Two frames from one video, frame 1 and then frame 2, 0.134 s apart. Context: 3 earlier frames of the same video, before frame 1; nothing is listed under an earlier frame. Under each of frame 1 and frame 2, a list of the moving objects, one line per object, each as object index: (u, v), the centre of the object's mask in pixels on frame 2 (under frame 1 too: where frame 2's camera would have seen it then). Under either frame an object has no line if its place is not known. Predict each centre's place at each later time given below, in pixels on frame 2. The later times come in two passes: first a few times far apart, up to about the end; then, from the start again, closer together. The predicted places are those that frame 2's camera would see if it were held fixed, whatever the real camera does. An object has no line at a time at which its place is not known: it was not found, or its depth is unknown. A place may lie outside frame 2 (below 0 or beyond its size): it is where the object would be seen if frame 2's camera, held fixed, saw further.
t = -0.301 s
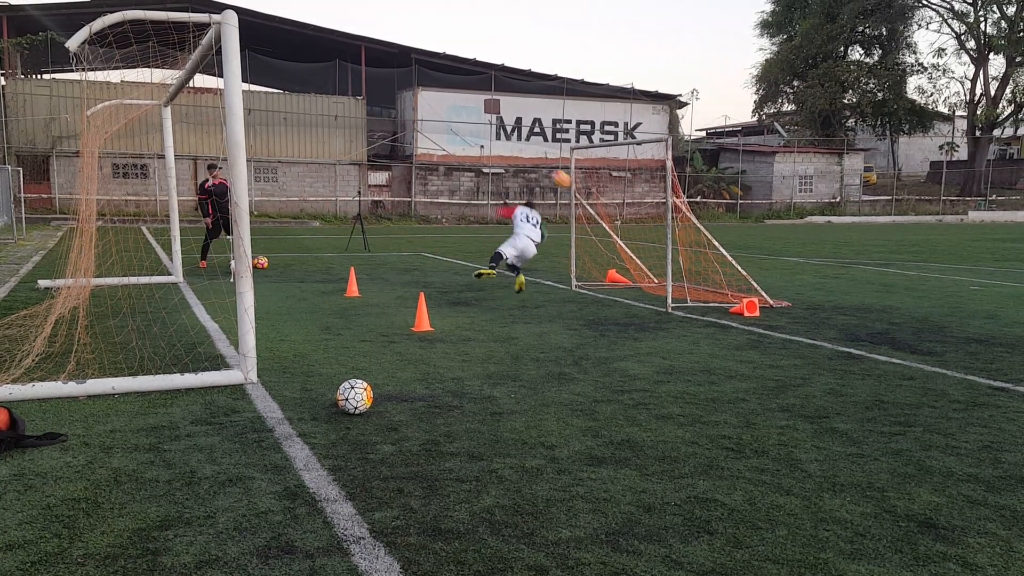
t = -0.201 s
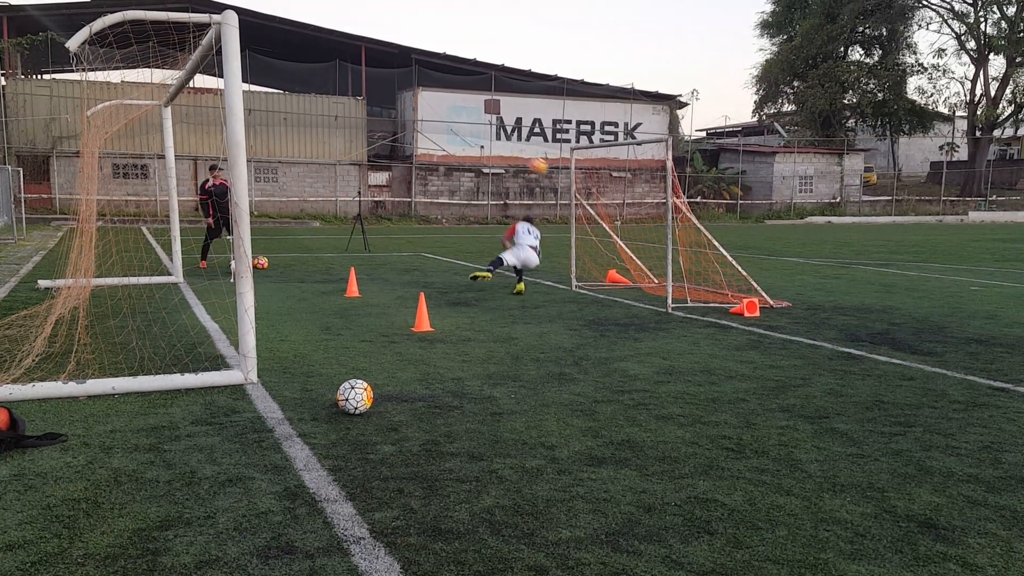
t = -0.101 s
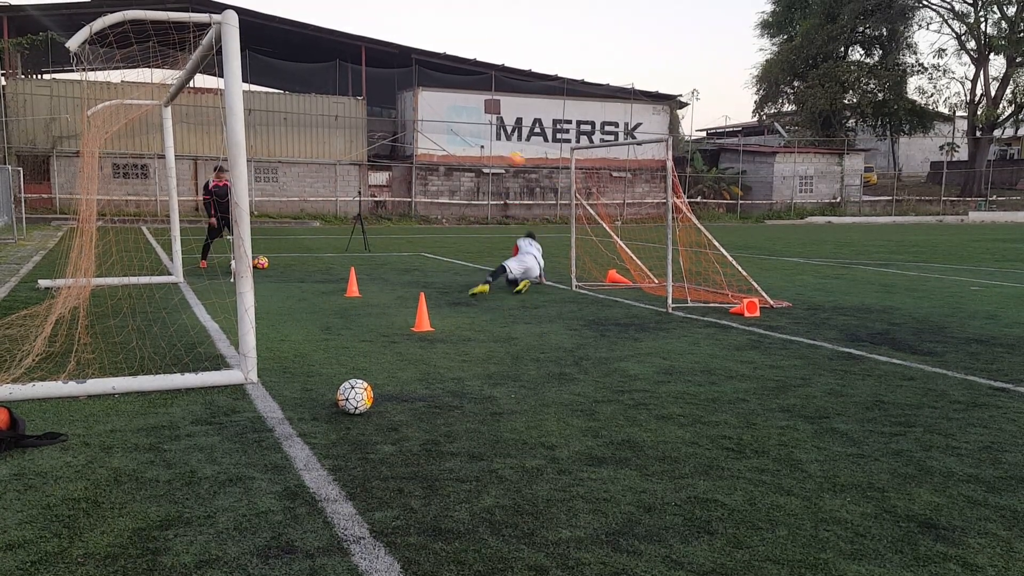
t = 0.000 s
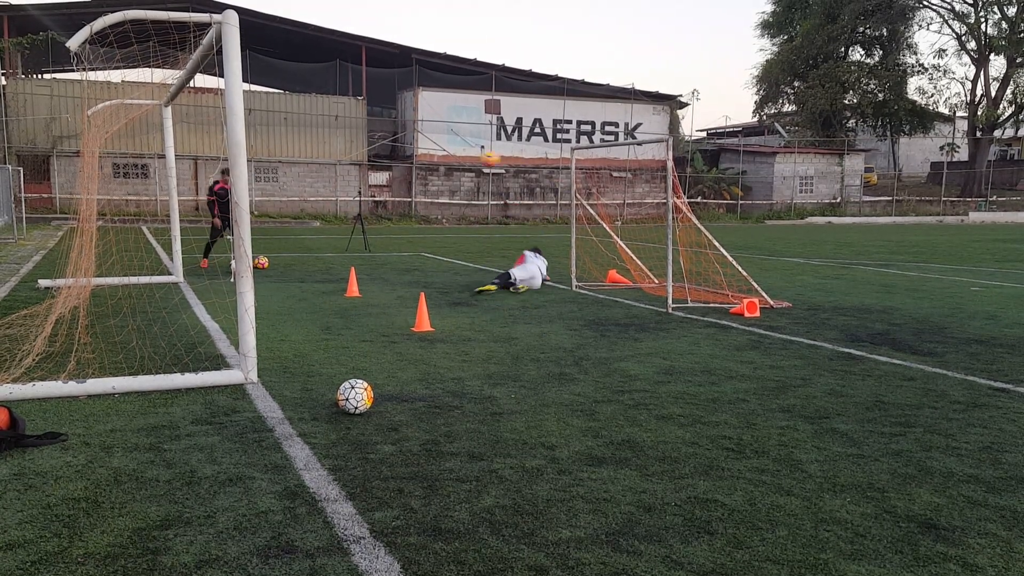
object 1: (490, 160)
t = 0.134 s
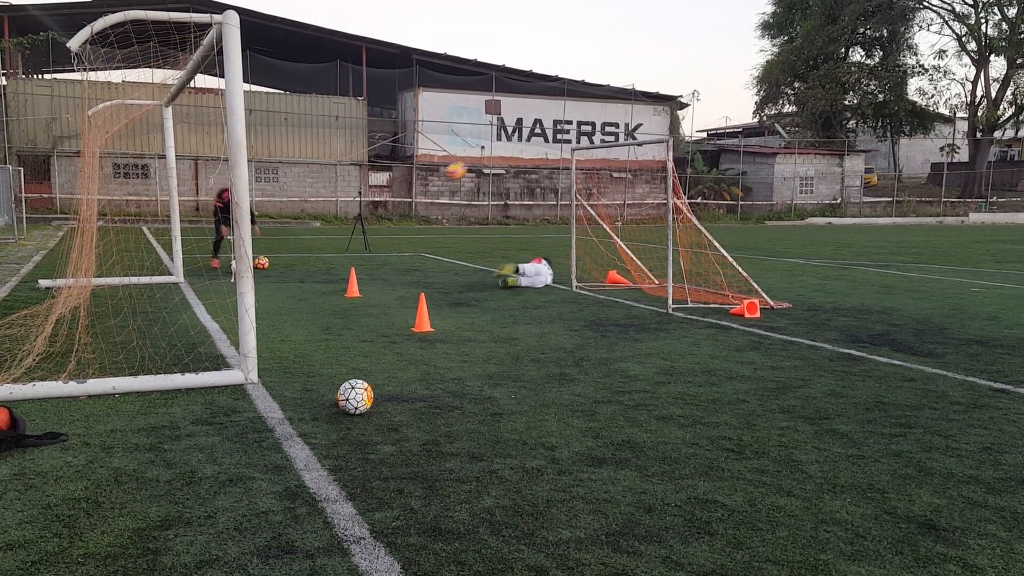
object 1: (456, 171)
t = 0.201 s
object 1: (438, 181)
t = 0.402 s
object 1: (383, 237)
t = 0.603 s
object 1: (338, 280)
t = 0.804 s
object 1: (327, 239)
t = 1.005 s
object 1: (316, 229)
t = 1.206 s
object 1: (306, 254)
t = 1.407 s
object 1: (295, 297)
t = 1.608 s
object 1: (274, 270)
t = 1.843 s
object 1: (257, 279)
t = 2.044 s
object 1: (229, 298)
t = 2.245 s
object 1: (213, 289)
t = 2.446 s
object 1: (194, 309)
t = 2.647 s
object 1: (174, 305)
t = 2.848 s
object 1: (154, 310)
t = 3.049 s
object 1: (134, 316)
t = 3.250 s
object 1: (111, 318)
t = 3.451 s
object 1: (90, 321)
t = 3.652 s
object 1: (69, 323)
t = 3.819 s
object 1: (53, 325)
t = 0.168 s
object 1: (448, 176)
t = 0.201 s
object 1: (438, 181)
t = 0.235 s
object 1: (429, 189)
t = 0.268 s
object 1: (421, 196)
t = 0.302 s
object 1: (411, 206)
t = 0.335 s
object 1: (402, 215)
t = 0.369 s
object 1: (392, 225)
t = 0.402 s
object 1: (383, 237)
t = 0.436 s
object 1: (373, 250)
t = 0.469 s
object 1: (364, 263)
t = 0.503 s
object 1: (354, 277)
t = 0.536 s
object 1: (342, 294)
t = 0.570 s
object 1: (339, 290)
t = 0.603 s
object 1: (338, 280)
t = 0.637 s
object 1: (336, 271)
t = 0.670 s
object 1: (334, 263)
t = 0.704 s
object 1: (332, 256)
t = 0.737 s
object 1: (330, 249)
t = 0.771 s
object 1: (328, 244)
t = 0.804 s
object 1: (327, 239)
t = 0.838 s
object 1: (325, 236)
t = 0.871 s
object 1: (323, 233)
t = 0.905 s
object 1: (322, 230)
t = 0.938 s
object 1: (319, 229)
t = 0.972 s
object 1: (318, 229)
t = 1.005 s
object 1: (316, 229)
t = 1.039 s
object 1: (314, 231)
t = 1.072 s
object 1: (313, 233)
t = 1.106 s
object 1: (311, 237)
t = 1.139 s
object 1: (310, 242)
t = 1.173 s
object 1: (308, 247)
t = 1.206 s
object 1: (306, 254)
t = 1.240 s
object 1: (305, 261)
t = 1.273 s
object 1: (303, 270)
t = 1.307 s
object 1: (301, 279)
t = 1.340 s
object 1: (300, 289)
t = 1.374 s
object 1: (298, 299)
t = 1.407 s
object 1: (295, 297)
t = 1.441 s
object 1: (292, 290)
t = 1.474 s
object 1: (288, 284)
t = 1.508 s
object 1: (285, 279)
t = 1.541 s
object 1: (281, 275)
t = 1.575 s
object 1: (278, 272)
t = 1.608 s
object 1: (274, 270)
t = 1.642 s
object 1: (271, 269)
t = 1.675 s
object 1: (268, 268)
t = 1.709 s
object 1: (265, 269)
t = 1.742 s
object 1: (262, 270)
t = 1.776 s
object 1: (260, 273)
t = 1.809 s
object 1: (259, 275)
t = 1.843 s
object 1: (257, 279)
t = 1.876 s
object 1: (256, 285)
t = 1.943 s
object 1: (234, 302)
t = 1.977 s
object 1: (233, 308)
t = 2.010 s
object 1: (231, 302)
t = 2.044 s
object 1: (229, 298)
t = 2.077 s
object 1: (227, 294)
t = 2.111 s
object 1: (225, 291)
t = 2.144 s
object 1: (222, 290)
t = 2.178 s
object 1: (219, 289)
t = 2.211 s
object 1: (216, 289)
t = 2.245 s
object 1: (213, 289)
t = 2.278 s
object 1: (210, 292)
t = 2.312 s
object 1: (207, 294)
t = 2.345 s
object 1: (204, 299)
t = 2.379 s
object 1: (201, 303)
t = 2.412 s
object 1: (197, 310)
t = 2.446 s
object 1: (194, 309)
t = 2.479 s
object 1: (190, 306)
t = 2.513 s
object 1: (187, 303)
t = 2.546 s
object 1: (183, 303)
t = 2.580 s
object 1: (180, 303)
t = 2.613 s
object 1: (177, 304)
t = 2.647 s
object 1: (174, 305)
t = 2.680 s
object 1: (171, 309)
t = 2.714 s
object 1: (167, 313)
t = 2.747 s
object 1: (163, 313)
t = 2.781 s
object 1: (160, 311)
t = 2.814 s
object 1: (157, 310)
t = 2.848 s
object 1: (154, 310)
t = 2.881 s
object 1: (151, 312)
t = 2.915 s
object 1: (147, 314)
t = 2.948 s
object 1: (144, 315)
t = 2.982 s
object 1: (140, 315)
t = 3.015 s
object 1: (137, 315)
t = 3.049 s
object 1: (134, 316)
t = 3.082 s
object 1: (129, 317)
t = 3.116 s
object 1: (126, 317)
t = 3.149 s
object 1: (123, 318)
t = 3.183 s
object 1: (118, 318)
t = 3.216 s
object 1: (115, 318)
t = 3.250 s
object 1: (111, 318)
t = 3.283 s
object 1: (108, 319)
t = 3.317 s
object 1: (104, 319)
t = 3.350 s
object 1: (100, 319)
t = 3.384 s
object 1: (96, 321)
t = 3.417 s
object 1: (94, 320)
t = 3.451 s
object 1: (90, 321)
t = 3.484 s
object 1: (86, 321)
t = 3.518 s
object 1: (83, 321)
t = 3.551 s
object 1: (80, 322)
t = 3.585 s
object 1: (76, 323)
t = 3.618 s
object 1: (73, 322)
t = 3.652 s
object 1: (69, 323)
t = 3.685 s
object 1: (67, 323)
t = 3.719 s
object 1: (64, 324)
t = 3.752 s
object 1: (62, 324)
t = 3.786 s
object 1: (57, 325)
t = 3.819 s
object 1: (53, 325)
